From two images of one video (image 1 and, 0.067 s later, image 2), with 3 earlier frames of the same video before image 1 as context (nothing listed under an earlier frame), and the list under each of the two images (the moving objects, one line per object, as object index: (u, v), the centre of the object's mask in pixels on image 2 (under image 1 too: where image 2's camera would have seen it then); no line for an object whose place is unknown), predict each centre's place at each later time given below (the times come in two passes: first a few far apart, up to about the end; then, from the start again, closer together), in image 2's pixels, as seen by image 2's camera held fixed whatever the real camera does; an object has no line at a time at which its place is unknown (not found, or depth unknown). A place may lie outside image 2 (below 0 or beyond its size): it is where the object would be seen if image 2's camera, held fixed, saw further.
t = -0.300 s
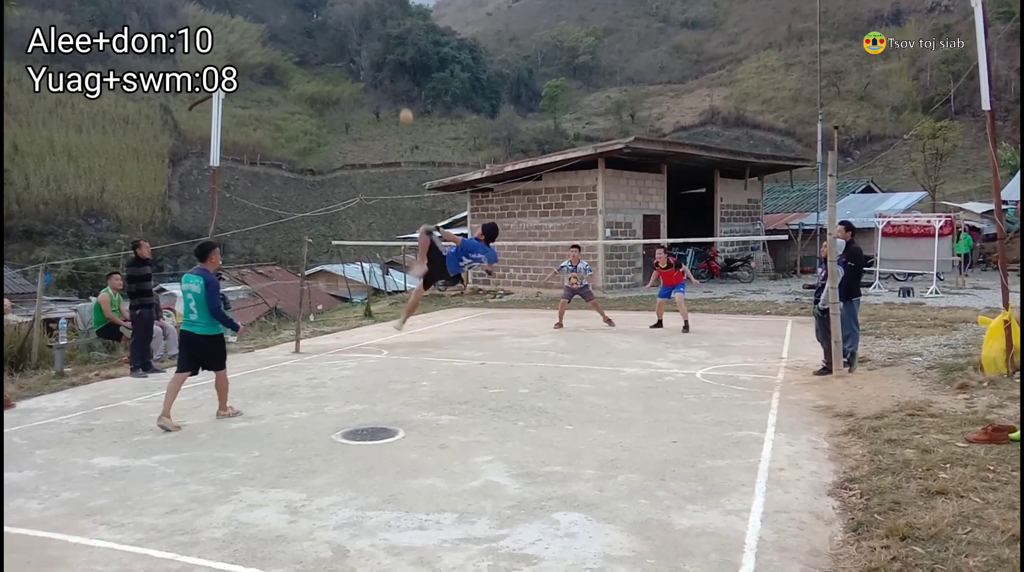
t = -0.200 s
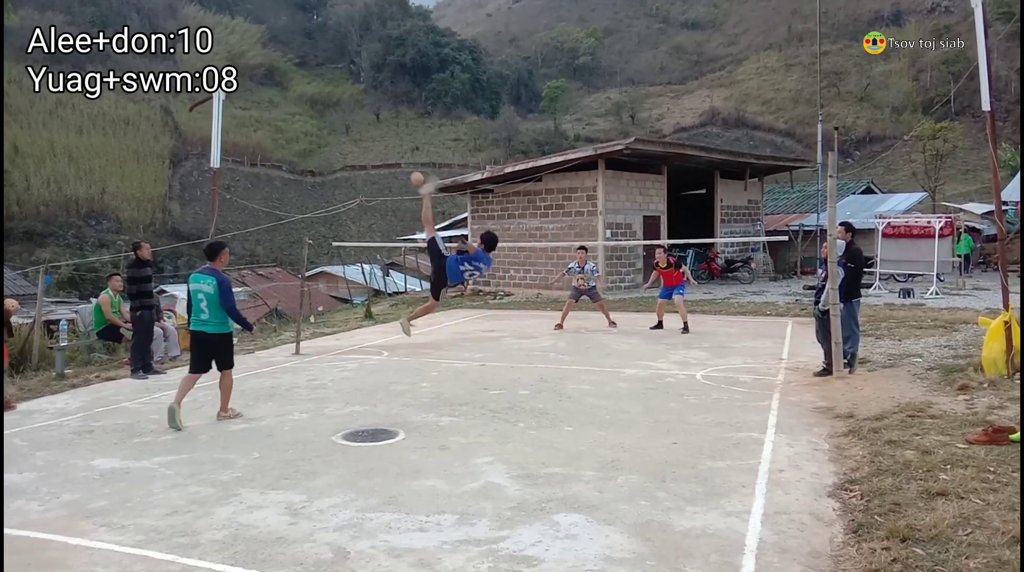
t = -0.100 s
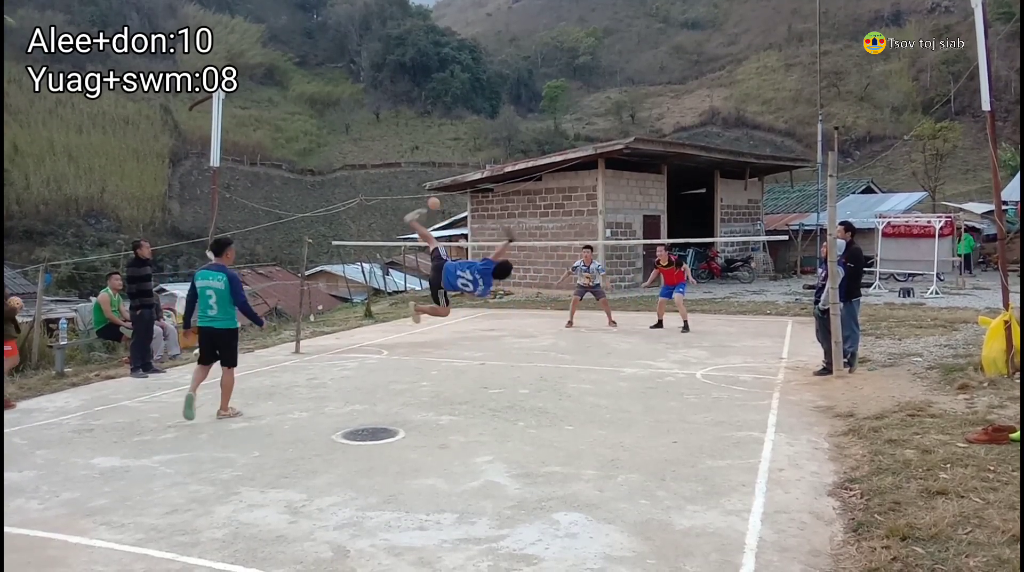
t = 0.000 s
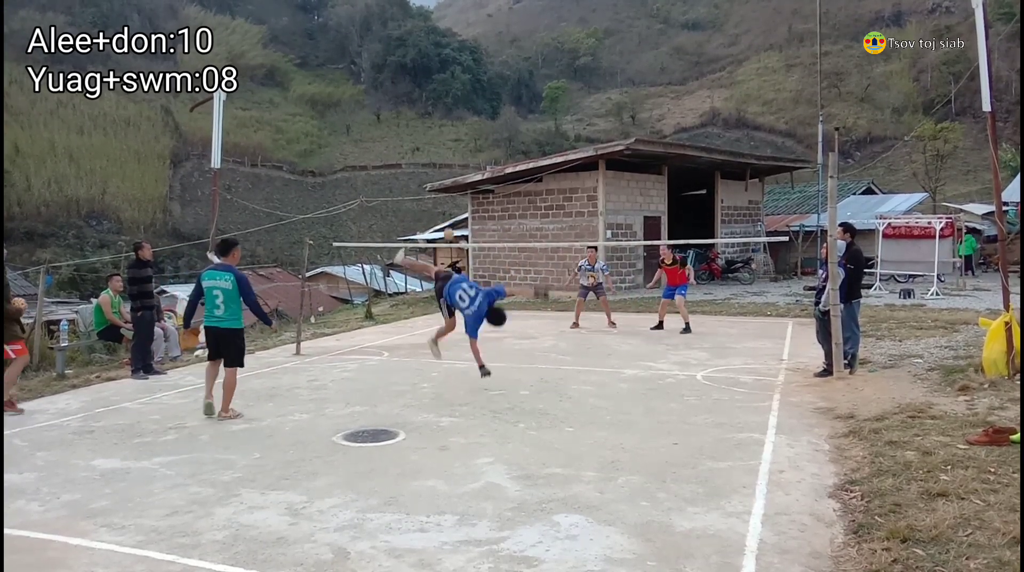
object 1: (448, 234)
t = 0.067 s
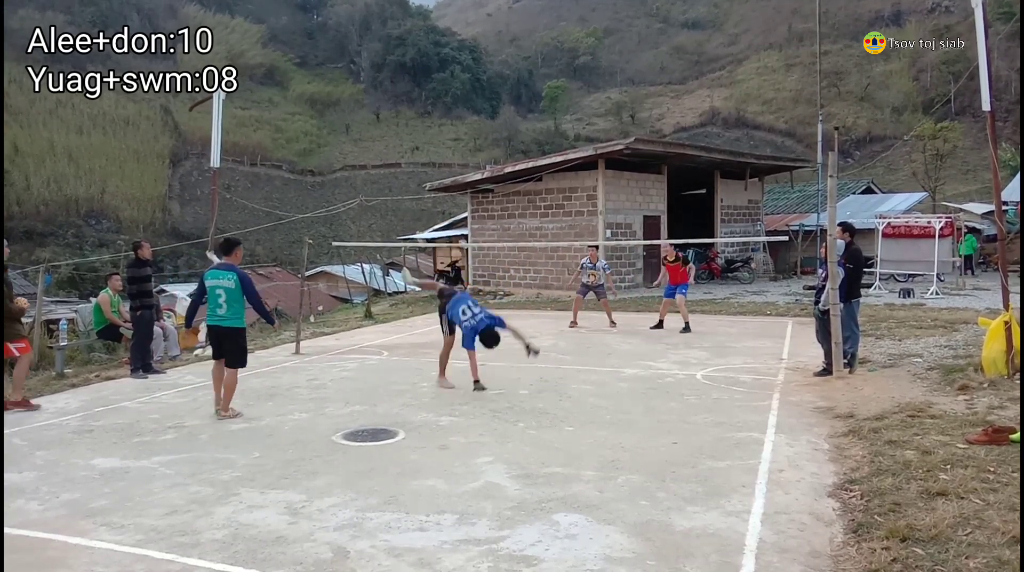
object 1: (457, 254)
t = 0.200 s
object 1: (458, 288)
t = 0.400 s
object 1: (442, 318)
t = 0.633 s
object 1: (418, 356)
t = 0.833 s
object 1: (386, 340)
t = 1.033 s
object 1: (352, 361)
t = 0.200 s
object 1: (458, 288)
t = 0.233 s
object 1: (456, 292)
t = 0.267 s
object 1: (452, 295)
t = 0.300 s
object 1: (450, 299)
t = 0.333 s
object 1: (448, 304)
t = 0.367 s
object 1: (445, 311)
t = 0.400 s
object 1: (442, 318)
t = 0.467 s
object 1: (437, 335)
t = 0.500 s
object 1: (434, 345)
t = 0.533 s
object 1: (431, 357)
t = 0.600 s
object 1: (423, 361)
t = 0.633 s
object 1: (418, 356)
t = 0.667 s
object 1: (413, 351)
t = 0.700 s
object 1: (407, 347)
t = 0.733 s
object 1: (402, 344)
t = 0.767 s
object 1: (397, 342)
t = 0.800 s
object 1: (391, 341)
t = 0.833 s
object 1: (386, 340)
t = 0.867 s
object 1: (381, 341)
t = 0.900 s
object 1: (375, 343)
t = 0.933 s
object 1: (369, 346)
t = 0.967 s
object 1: (364, 350)
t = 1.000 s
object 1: (358, 355)
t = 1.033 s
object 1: (352, 361)
